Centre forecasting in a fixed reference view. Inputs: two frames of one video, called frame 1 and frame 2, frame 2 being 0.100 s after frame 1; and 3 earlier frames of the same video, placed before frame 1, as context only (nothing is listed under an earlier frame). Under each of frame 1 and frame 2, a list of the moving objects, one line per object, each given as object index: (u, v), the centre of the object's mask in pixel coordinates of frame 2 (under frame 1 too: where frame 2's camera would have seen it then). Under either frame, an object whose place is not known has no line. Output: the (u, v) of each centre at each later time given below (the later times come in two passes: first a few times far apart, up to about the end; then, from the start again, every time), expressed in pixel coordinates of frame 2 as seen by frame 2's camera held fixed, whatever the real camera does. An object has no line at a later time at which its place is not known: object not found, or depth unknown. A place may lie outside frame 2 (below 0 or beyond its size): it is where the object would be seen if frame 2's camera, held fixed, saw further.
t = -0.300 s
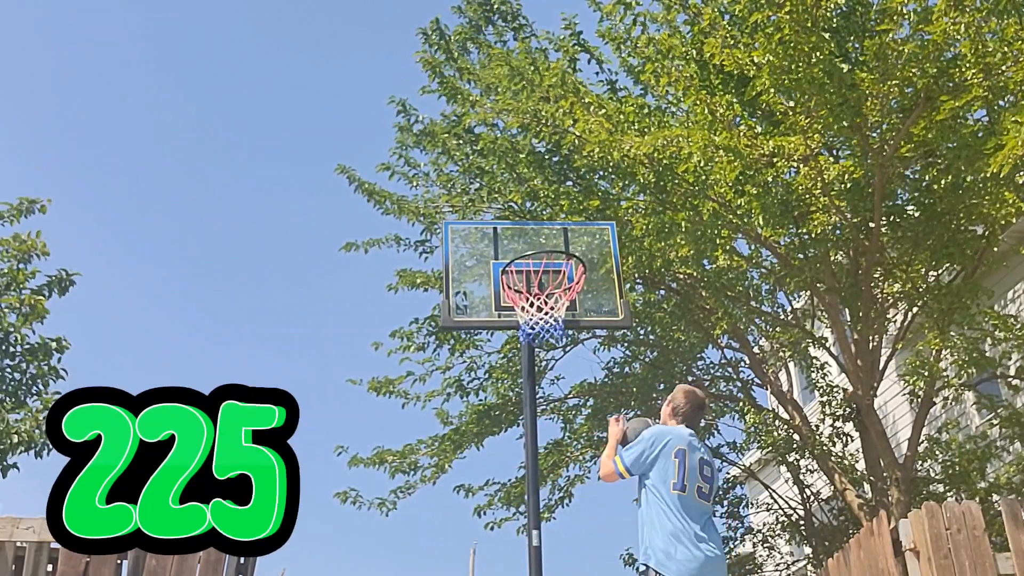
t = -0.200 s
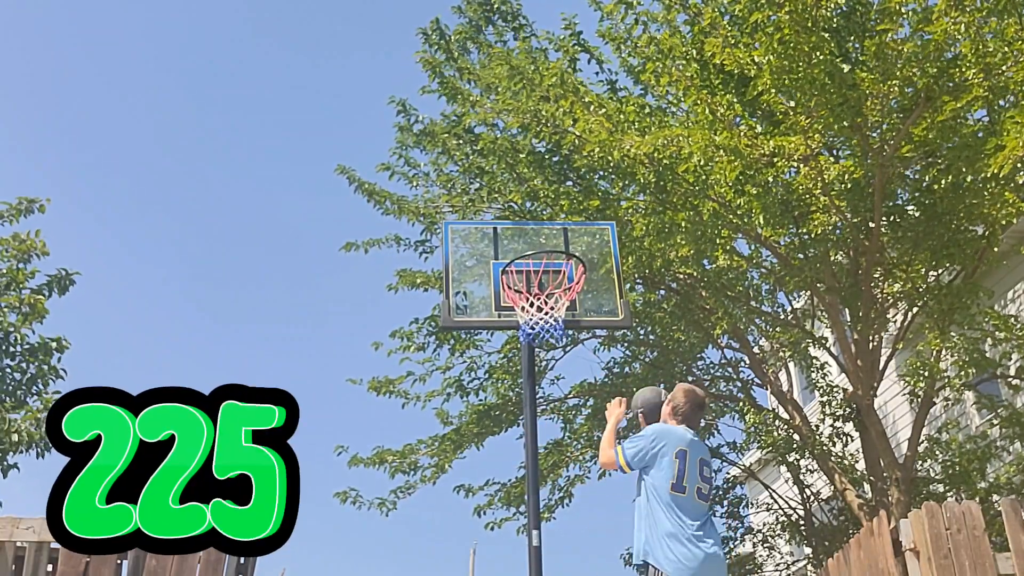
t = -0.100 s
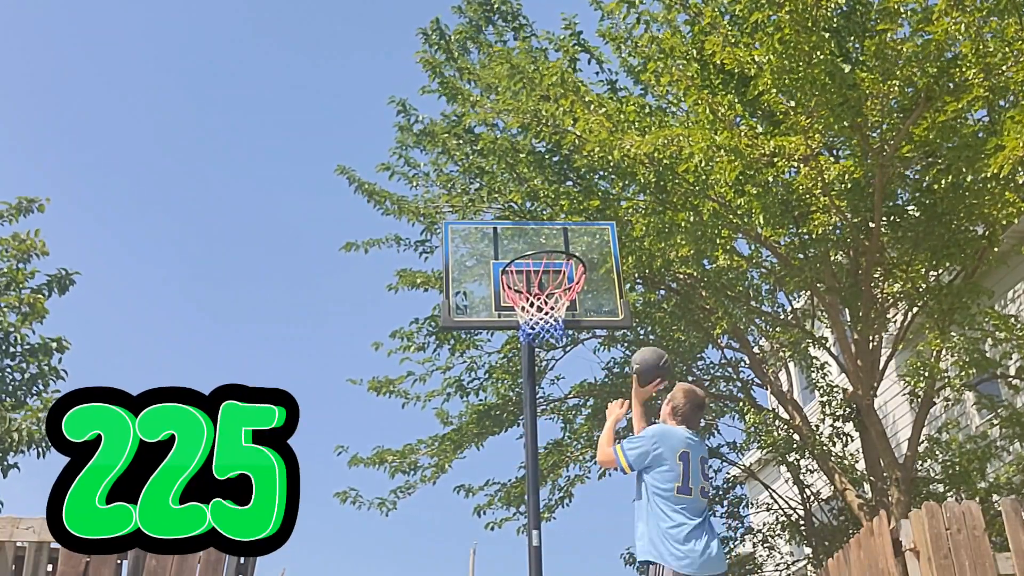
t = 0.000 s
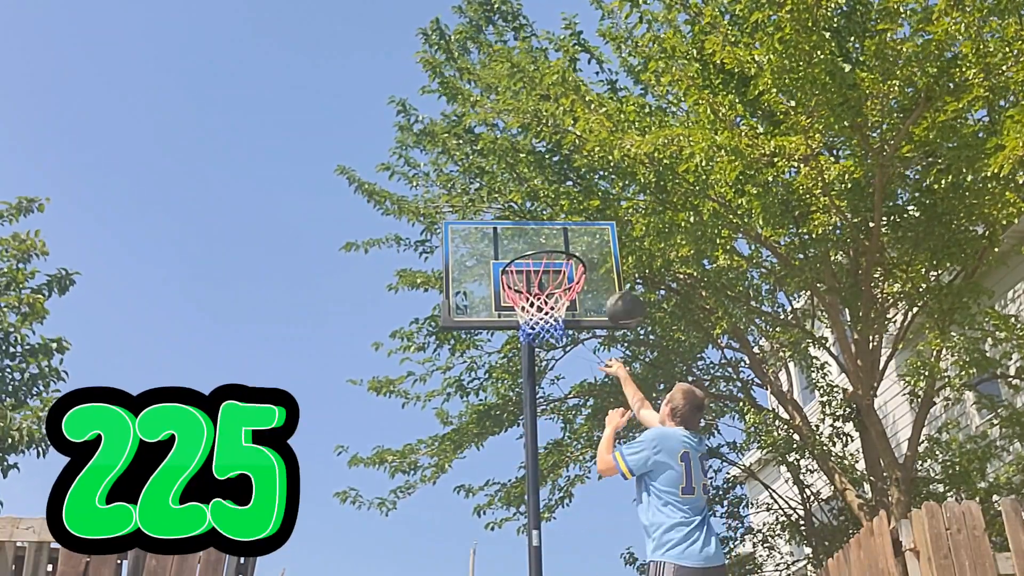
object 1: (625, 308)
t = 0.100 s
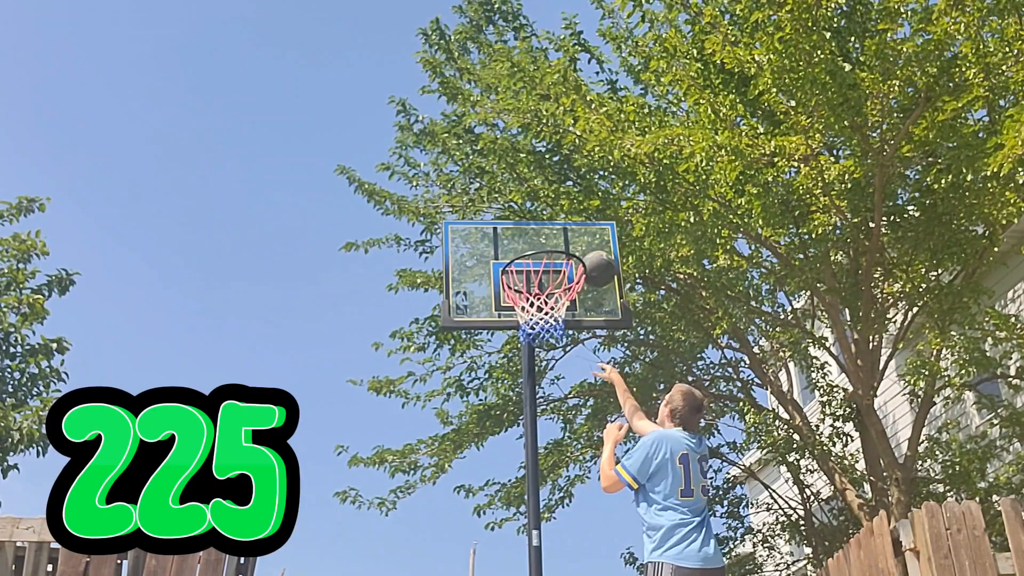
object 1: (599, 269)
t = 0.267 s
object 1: (570, 238)
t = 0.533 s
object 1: (537, 271)
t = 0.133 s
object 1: (590, 259)
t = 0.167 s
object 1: (583, 250)
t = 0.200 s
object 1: (578, 244)
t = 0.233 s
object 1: (574, 240)
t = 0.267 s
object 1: (570, 238)
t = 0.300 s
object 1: (566, 236)
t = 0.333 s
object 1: (562, 235)
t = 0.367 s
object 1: (558, 236)
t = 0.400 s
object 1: (554, 238)
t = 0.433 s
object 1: (550, 241)
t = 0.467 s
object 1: (546, 251)
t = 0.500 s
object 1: (543, 258)
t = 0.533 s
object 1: (537, 271)
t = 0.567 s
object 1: (528, 278)
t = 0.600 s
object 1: (525, 289)
